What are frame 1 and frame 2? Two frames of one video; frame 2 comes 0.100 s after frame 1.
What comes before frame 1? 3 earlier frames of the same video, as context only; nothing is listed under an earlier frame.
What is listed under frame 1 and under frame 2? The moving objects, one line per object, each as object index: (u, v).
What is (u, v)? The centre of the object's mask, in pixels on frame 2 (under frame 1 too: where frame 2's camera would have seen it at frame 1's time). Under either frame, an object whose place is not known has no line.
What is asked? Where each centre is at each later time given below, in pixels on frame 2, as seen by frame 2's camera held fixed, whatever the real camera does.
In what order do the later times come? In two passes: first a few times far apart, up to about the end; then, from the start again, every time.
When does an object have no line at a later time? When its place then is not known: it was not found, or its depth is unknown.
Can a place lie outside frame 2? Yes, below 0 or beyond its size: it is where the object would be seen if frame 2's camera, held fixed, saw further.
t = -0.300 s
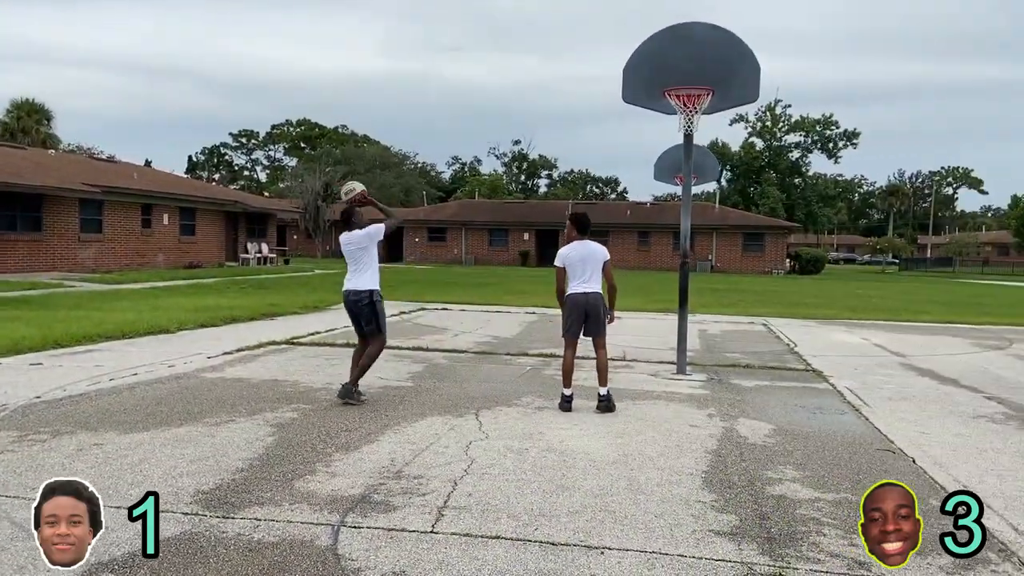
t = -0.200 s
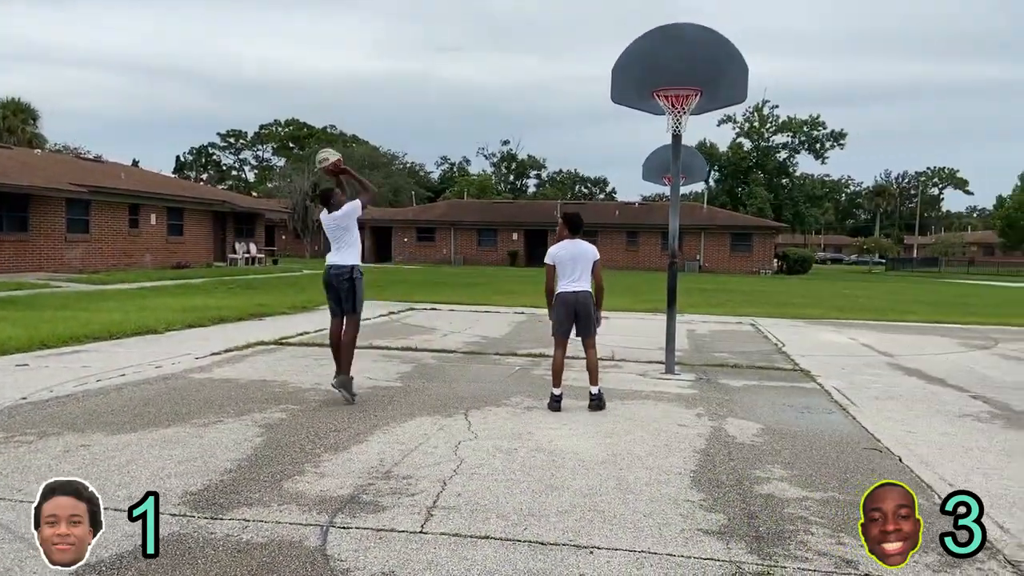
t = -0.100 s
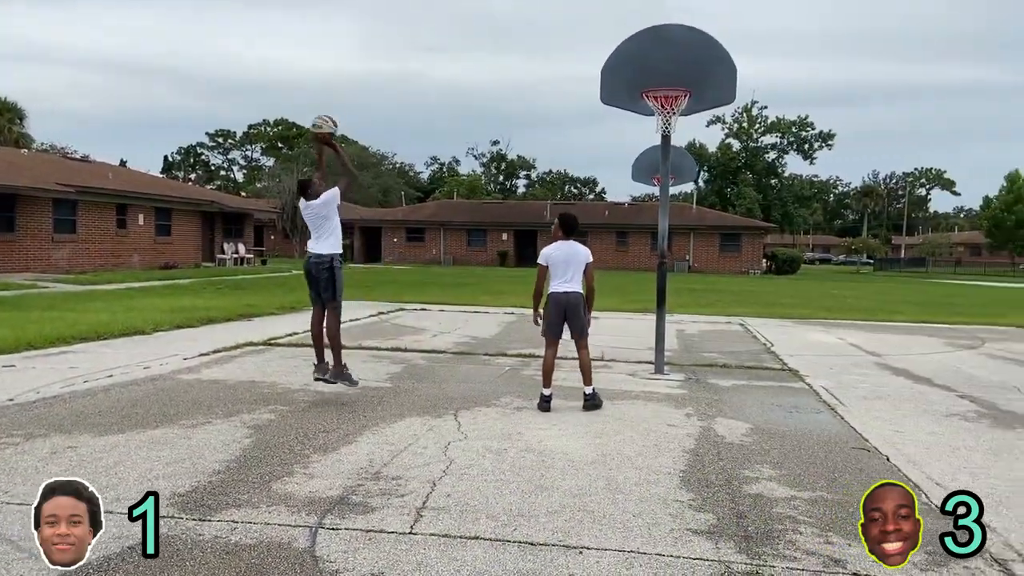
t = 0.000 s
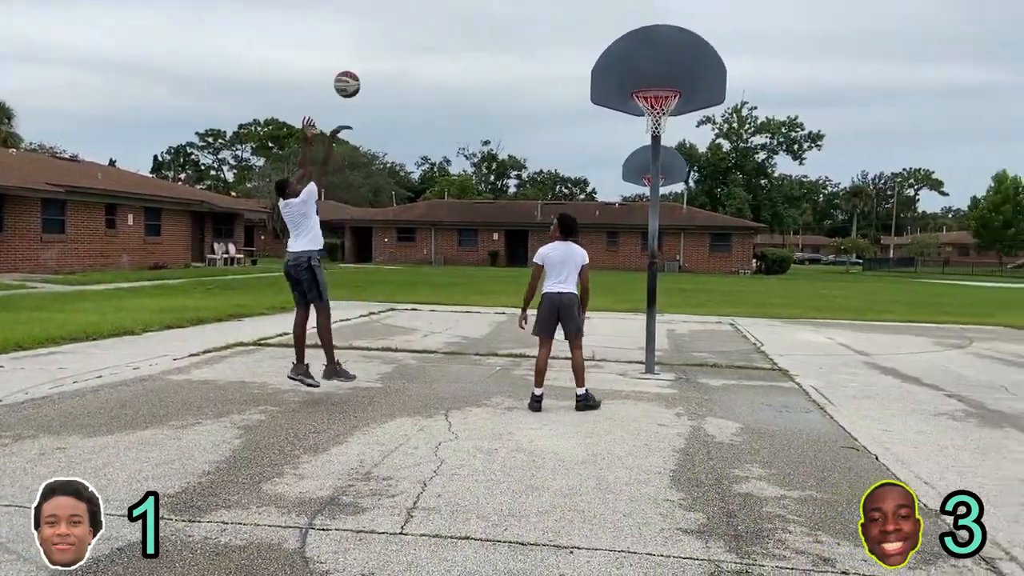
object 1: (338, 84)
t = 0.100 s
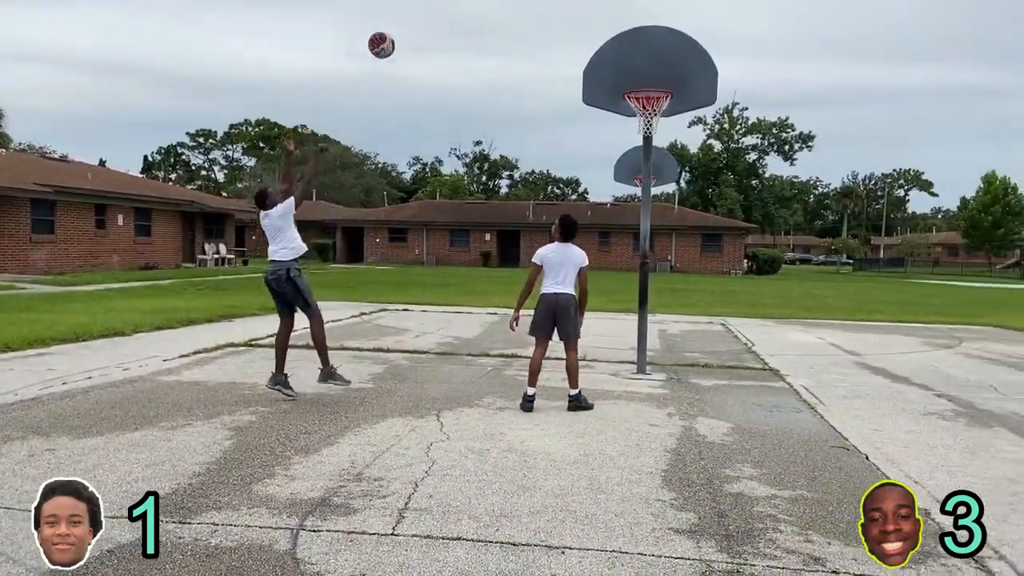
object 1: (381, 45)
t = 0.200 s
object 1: (423, 16)
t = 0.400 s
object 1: (504, 2)
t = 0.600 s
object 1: (580, 11)
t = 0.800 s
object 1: (651, 68)
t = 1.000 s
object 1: (640, 33)
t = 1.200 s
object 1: (603, 6)
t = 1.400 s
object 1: (566, 10)
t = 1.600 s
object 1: (528, 56)
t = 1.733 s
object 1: (503, 110)
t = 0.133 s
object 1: (395, 34)
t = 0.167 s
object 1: (409, 24)
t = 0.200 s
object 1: (423, 16)
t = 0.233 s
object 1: (437, 10)
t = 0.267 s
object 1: (451, 8)
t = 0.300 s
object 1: (464, 5)
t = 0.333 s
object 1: (478, 4)
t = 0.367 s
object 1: (491, 3)
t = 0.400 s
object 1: (504, 2)
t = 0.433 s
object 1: (517, 2)
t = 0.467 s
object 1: (530, 3)
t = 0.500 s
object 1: (542, 3)
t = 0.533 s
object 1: (555, 5)
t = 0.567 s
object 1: (567, 7)
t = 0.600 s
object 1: (580, 11)
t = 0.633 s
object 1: (592, 17)
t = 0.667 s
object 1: (604, 25)
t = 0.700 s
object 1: (616, 34)
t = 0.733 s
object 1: (628, 44)
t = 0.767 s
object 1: (639, 56)
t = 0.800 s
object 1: (651, 68)
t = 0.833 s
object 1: (663, 80)
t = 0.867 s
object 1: (663, 78)
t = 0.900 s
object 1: (657, 65)
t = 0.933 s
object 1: (650, 54)
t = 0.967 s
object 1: (645, 43)
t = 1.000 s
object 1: (640, 33)
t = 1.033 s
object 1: (633, 24)
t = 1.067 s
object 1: (627, 18)
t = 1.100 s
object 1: (622, 12)
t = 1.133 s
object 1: (616, 9)
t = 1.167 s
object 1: (609, 7)
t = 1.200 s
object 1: (603, 6)
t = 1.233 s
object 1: (597, 5)
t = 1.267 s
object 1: (591, 5)
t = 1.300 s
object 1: (584, 6)
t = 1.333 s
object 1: (578, 7)
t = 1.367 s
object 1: (572, 8)
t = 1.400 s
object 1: (566, 10)
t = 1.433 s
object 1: (560, 13)
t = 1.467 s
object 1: (553, 19)
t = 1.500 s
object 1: (547, 27)
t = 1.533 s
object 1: (541, 35)
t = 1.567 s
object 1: (534, 45)
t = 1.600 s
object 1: (528, 56)
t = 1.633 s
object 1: (522, 68)
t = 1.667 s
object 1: (516, 81)
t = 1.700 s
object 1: (510, 95)
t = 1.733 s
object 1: (503, 110)
